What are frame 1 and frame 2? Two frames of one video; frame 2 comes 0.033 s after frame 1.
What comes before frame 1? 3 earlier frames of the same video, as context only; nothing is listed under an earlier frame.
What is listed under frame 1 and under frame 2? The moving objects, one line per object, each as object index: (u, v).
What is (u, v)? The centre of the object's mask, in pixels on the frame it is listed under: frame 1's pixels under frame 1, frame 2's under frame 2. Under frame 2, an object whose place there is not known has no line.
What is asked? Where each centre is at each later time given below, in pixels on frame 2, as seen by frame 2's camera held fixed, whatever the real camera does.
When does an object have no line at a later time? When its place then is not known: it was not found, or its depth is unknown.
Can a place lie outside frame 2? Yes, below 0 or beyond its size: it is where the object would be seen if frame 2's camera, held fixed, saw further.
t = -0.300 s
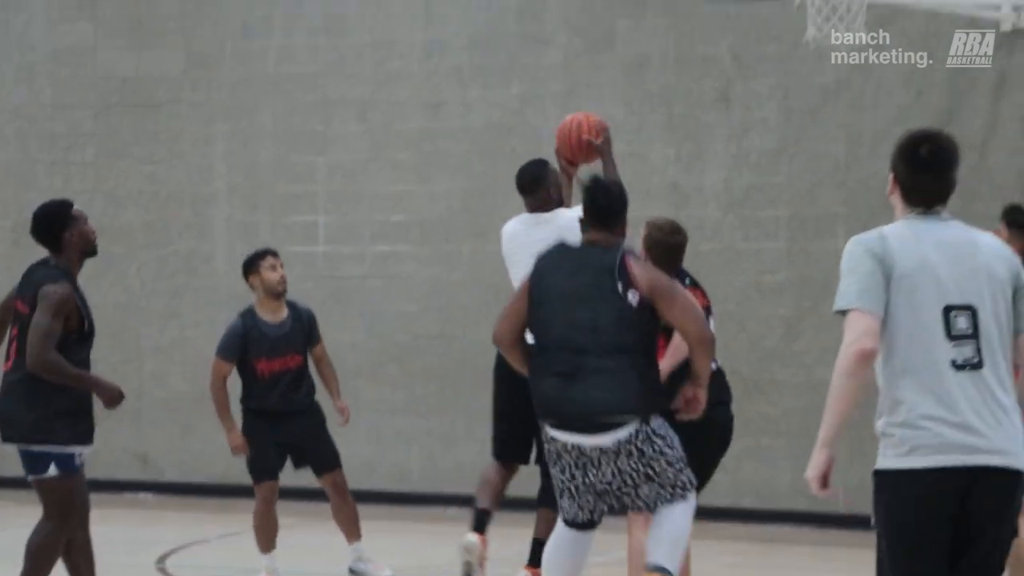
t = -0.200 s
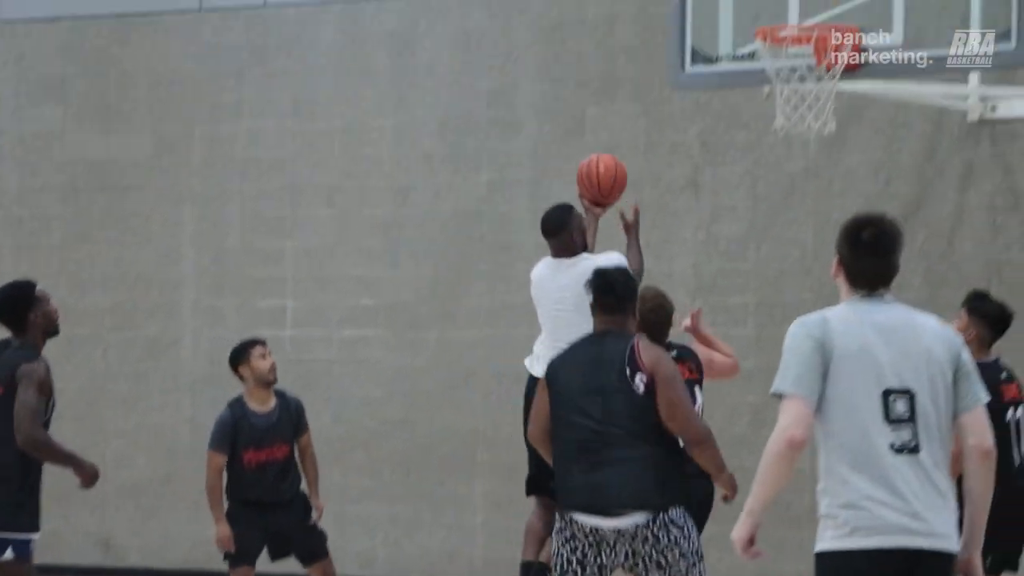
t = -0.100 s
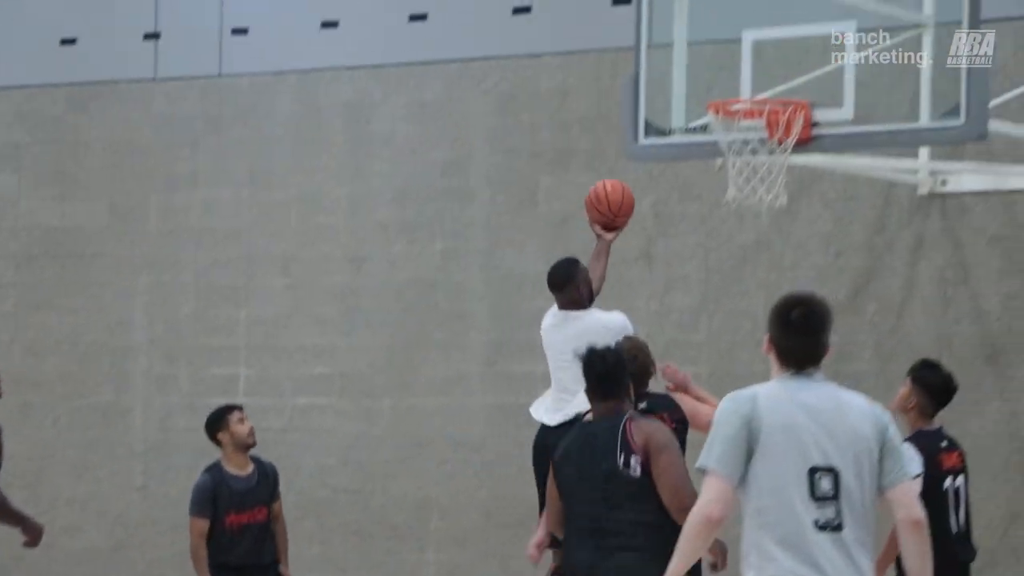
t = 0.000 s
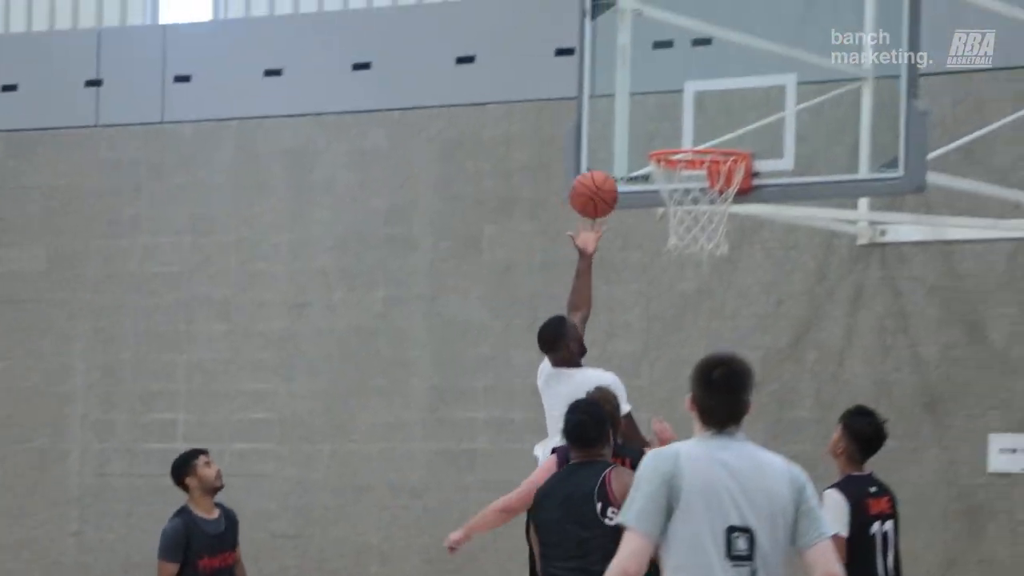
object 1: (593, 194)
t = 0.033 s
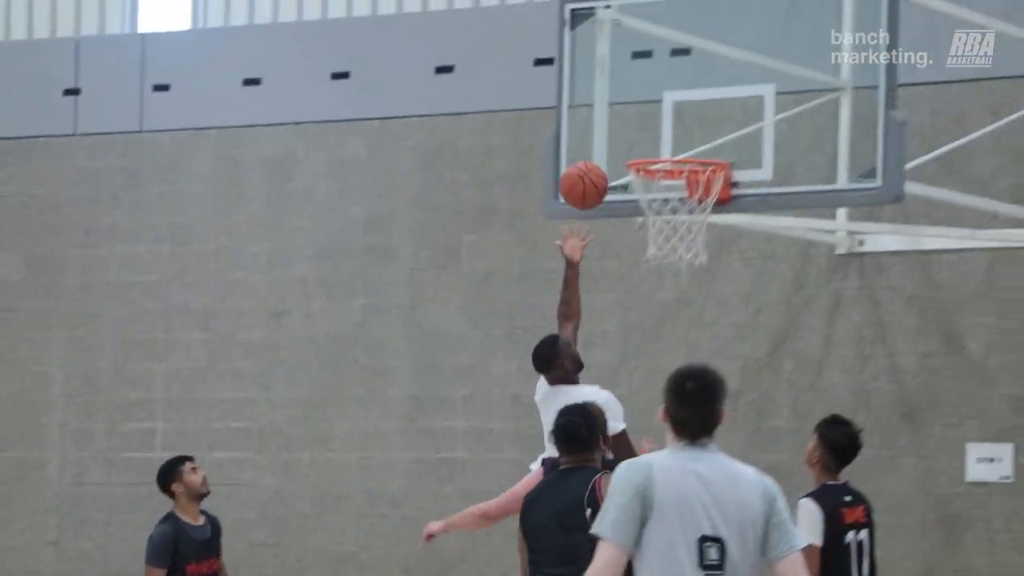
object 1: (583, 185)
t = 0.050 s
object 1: (589, 177)
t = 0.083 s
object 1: (600, 161)
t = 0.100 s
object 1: (606, 154)
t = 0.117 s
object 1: (611, 148)
